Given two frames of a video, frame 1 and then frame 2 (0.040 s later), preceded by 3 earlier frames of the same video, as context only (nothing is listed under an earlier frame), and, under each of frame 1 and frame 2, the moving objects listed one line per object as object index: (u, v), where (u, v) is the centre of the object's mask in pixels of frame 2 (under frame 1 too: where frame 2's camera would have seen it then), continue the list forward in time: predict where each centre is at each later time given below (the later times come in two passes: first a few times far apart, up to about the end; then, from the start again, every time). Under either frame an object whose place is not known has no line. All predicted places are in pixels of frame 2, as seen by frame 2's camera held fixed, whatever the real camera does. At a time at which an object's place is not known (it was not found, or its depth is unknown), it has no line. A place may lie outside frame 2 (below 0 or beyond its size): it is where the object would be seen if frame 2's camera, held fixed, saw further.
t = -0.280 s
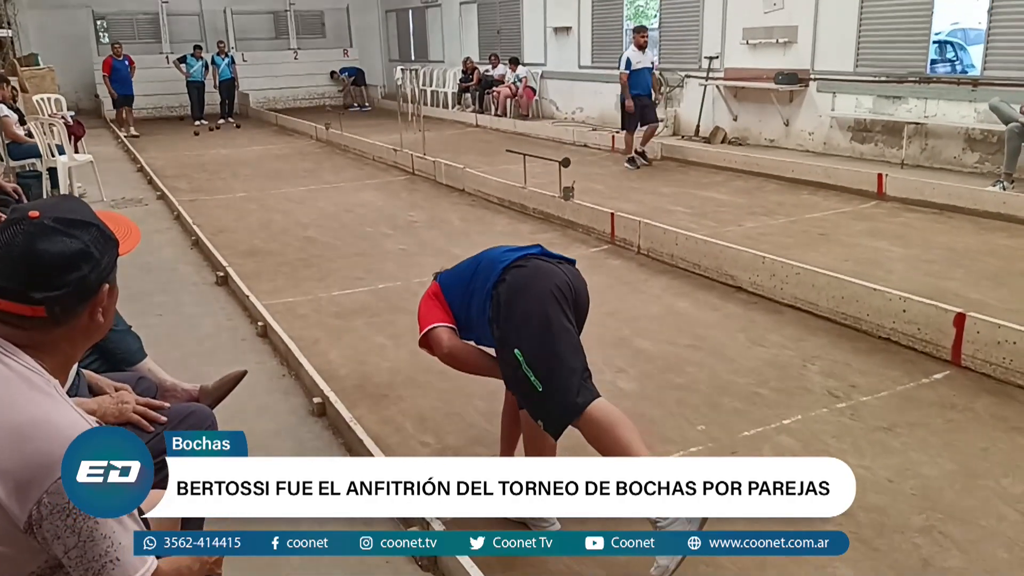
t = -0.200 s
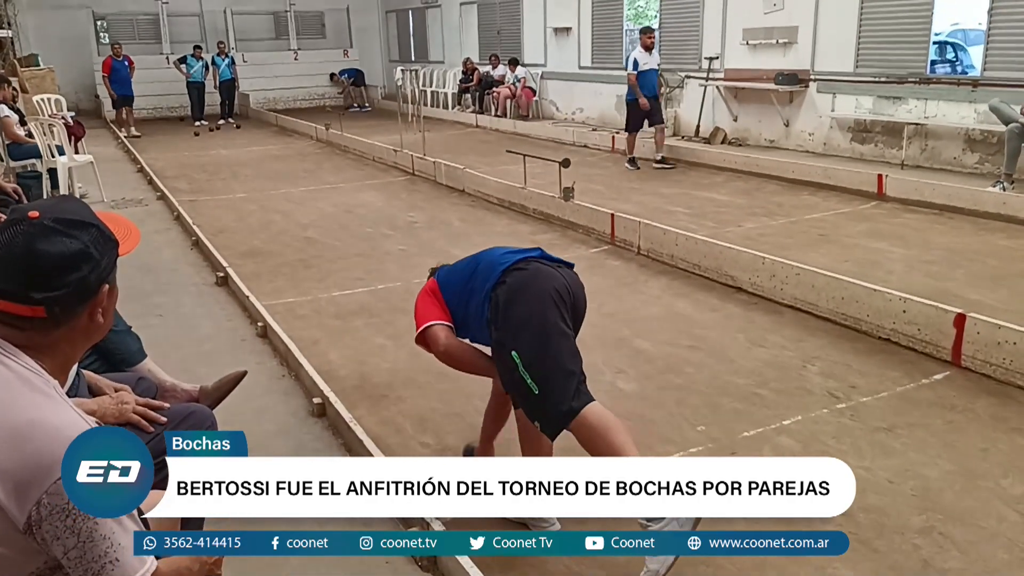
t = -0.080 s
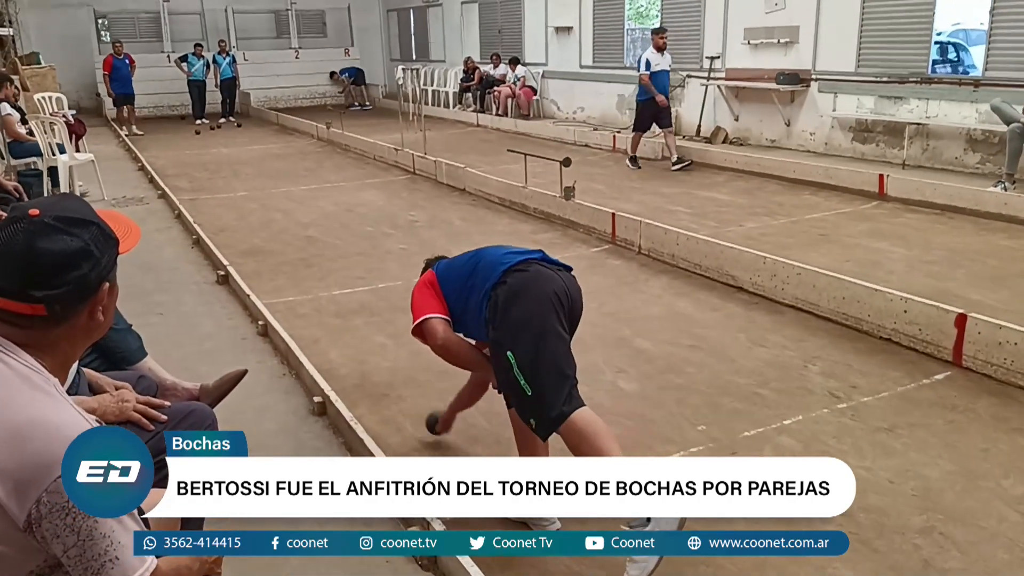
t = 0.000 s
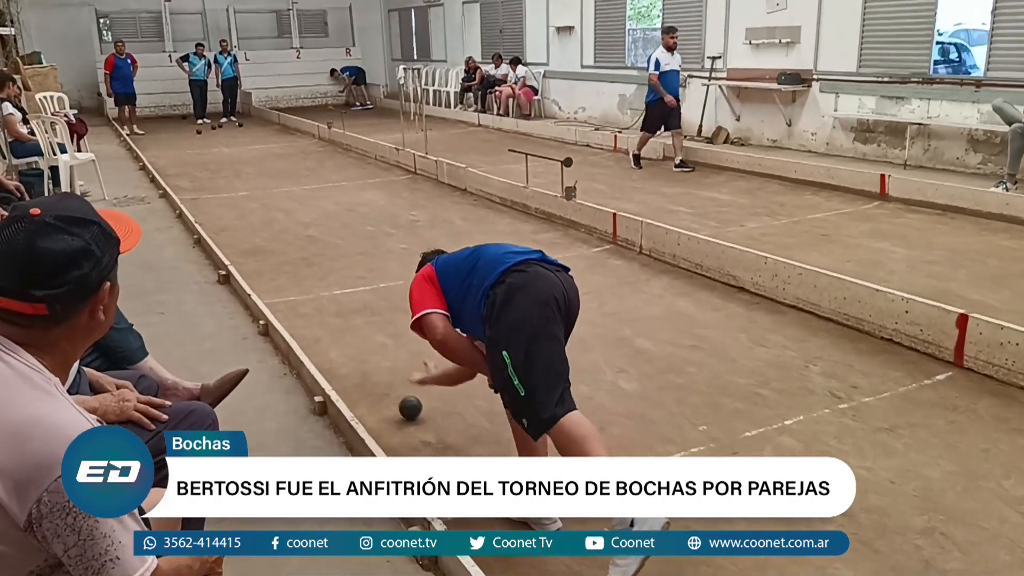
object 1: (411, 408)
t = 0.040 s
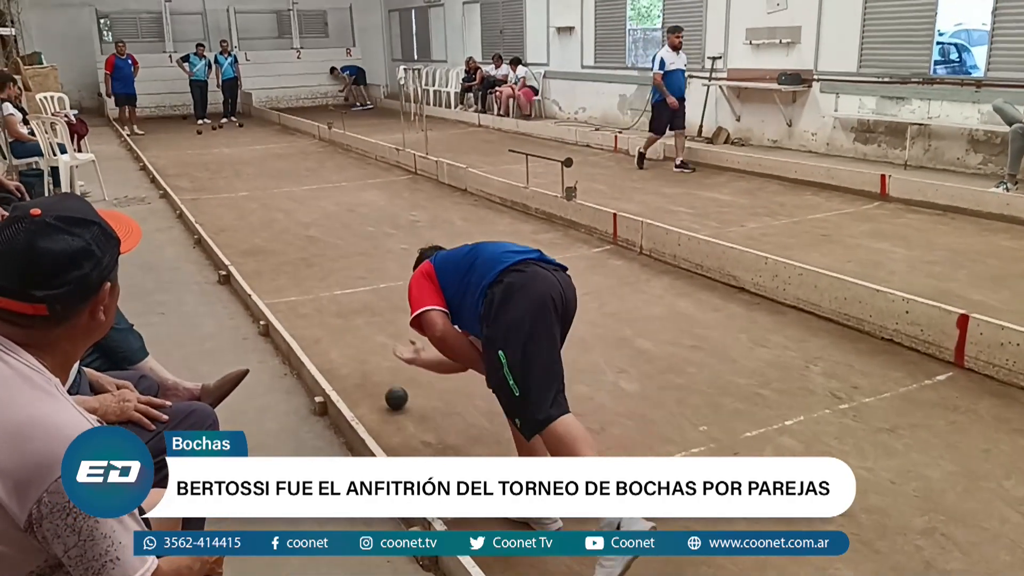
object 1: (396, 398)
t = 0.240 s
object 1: (350, 364)
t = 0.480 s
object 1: (311, 334)
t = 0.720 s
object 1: (285, 308)
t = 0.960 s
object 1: (267, 286)
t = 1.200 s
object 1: (259, 268)
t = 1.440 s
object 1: (257, 252)
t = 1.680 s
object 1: (257, 238)
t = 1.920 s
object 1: (258, 227)
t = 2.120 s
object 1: (260, 218)
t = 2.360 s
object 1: (262, 208)
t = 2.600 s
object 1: (265, 201)
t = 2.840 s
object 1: (267, 193)
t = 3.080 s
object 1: (270, 187)
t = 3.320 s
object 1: (272, 182)
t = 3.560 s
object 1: (274, 177)
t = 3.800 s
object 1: (276, 172)
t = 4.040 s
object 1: (278, 167)
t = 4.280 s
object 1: (280, 163)
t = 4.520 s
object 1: (282, 160)
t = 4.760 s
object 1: (283, 157)
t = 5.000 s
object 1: (284, 153)
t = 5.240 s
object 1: (285, 150)
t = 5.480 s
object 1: (286, 148)
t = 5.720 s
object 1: (286, 146)
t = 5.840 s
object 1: (287, 144)
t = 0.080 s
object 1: (387, 391)
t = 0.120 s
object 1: (379, 386)
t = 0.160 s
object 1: (368, 377)
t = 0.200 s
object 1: (361, 372)
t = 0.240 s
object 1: (350, 364)
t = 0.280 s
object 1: (344, 359)
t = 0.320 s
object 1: (338, 355)
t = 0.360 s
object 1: (329, 348)
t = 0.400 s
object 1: (324, 344)
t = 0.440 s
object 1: (316, 338)
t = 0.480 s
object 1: (311, 334)
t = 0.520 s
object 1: (307, 330)
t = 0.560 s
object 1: (300, 324)
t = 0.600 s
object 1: (296, 321)
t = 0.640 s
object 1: (291, 315)
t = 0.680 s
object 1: (288, 312)
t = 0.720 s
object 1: (285, 308)
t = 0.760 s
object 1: (280, 303)
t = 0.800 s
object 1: (278, 300)
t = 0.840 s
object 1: (274, 296)
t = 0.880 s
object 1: (272, 293)
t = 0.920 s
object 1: (270, 290)
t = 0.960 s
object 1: (267, 286)
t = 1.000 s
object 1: (266, 283)
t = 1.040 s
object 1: (264, 279)
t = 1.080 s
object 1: (262, 276)
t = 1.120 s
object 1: (263, 273)
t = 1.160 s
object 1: (259, 271)
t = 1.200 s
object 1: (259, 268)
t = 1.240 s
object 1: (258, 265)
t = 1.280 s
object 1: (258, 262)
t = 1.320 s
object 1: (258, 260)
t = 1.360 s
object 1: (257, 257)
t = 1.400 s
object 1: (257, 255)
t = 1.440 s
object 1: (257, 252)
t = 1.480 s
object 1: (257, 250)
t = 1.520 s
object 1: (257, 248)
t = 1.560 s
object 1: (257, 245)
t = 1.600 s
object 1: (257, 243)
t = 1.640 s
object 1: (257, 240)
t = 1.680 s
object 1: (257, 238)
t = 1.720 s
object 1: (257, 237)
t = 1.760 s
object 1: (257, 234)
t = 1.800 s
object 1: (257, 232)
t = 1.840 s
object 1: (258, 230)
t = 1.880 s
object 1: (258, 228)
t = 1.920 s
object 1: (258, 227)
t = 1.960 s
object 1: (258, 224)
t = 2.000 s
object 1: (259, 223)
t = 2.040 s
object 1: (259, 221)
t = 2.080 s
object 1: (259, 219)
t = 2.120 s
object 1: (260, 218)
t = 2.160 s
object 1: (260, 216)
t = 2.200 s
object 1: (260, 215)
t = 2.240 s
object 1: (261, 213)
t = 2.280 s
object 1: (261, 211)
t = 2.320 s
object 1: (262, 210)
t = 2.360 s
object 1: (262, 208)
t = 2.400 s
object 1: (263, 207)
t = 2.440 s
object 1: (263, 206)
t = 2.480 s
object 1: (263, 204)
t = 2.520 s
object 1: (264, 203)
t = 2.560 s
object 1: (264, 202)
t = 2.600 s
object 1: (265, 201)
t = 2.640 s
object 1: (265, 199)
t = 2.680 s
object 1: (266, 198)
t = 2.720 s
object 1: (266, 197)
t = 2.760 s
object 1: (266, 196)
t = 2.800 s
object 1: (267, 195)
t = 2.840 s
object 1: (267, 193)
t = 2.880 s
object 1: (268, 192)
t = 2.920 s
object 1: (269, 191)
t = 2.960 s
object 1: (267, 191)
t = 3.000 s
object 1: (269, 189)
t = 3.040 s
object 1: (269, 188)
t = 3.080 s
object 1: (270, 187)
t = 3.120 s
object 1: (270, 186)
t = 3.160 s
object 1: (270, 185)
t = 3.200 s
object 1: (271, 184)
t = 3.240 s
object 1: (271, 183)
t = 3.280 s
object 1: (272, 182)
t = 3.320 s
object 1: (272, 182)
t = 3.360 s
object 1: (272, 181)
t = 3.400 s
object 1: (273, 180)
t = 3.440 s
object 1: (273, 179)
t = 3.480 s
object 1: (273, 178)
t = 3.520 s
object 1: (274, 177)
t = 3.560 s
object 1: (274, 177)
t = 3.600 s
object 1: (274, 176)
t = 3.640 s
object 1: (275, 175)
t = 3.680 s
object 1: (275, 175)
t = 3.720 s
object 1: (275, 174)
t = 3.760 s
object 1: (276, 173)
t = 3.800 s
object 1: (276, 172)
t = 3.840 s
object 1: (276, 171)
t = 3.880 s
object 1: (277, 171)
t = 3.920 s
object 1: (277, 170)
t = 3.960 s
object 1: (277, 169)
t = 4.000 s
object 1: (278, 168)
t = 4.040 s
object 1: (278, 167)
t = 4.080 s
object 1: (278, 167)
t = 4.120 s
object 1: (279, 166)
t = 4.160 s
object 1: (279, 165)
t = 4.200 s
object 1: (279, 165)
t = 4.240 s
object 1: (280, 164)
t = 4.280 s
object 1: (280, 163)
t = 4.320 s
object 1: (280, 163)
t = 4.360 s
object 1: (281, 162)
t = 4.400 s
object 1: (281, 162)
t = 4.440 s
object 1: (281, 161)
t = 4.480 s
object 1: (281, 160)
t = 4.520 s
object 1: (282, 160)
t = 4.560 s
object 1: (282, 159)
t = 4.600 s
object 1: (282, 159)
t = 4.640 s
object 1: (283, 158)
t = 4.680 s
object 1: (283, 158)
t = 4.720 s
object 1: (283, 157)
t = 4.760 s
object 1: (283, 157)
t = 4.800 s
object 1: (284, 156)
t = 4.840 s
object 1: (284, 156)
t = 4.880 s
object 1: (284, 155)
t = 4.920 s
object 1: (284, 154)
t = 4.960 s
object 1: (284, 154)
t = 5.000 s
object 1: (284, 153)
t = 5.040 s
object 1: (284, 153)
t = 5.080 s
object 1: (284, 153)
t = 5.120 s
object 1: (284, 152)
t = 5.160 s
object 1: (285, 151)
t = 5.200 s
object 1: (285, 151)
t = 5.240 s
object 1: (285, 150)
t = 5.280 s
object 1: (285, 150)
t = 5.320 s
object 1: (285, 149)
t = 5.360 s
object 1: (285, 149)
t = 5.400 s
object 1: (285, 149)
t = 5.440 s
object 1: (286, 148)
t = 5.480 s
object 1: (286, 148)
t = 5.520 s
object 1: (286, 147)
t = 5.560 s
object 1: (286, 147)
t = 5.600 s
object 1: (286, 147)
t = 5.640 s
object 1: (286, 146)
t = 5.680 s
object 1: (286, 146)
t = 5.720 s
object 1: (286, 146)
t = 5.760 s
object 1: (287, 145)
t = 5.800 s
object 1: (287, 145)
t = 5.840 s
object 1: (287, 144)
